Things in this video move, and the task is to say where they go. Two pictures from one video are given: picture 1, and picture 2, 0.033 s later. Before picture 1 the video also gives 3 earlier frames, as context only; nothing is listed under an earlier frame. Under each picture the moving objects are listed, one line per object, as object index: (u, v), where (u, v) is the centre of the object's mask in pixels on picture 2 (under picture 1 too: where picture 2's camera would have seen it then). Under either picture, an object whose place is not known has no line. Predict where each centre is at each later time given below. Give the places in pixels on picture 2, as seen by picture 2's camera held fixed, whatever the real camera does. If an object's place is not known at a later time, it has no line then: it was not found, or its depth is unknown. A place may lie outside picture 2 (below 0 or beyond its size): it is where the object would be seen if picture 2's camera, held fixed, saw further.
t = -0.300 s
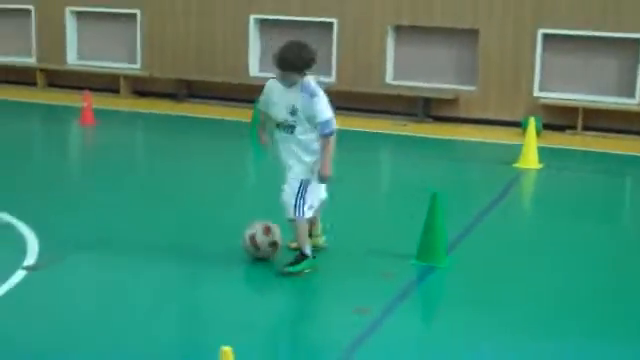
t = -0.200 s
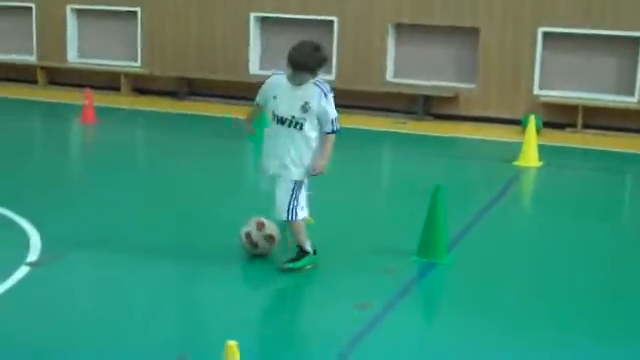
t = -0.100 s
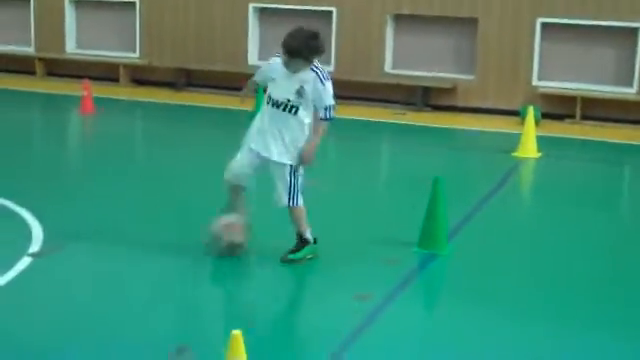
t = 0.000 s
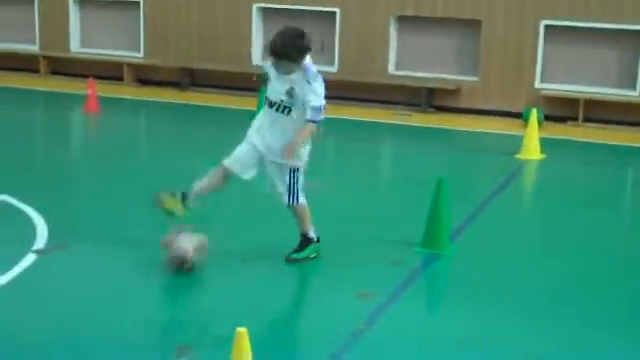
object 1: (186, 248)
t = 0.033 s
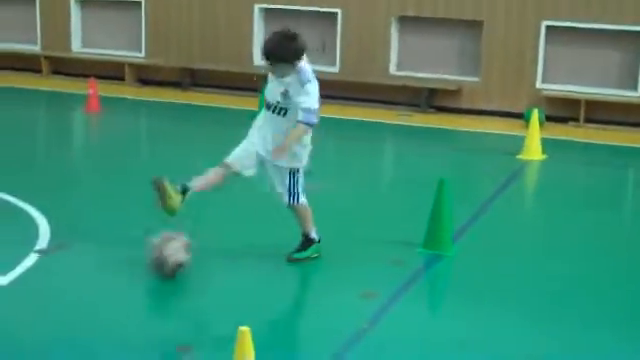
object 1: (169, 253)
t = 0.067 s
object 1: (155, 260)
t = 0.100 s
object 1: (137, 263)
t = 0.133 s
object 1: (120, 268)
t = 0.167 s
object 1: (102, 276)
